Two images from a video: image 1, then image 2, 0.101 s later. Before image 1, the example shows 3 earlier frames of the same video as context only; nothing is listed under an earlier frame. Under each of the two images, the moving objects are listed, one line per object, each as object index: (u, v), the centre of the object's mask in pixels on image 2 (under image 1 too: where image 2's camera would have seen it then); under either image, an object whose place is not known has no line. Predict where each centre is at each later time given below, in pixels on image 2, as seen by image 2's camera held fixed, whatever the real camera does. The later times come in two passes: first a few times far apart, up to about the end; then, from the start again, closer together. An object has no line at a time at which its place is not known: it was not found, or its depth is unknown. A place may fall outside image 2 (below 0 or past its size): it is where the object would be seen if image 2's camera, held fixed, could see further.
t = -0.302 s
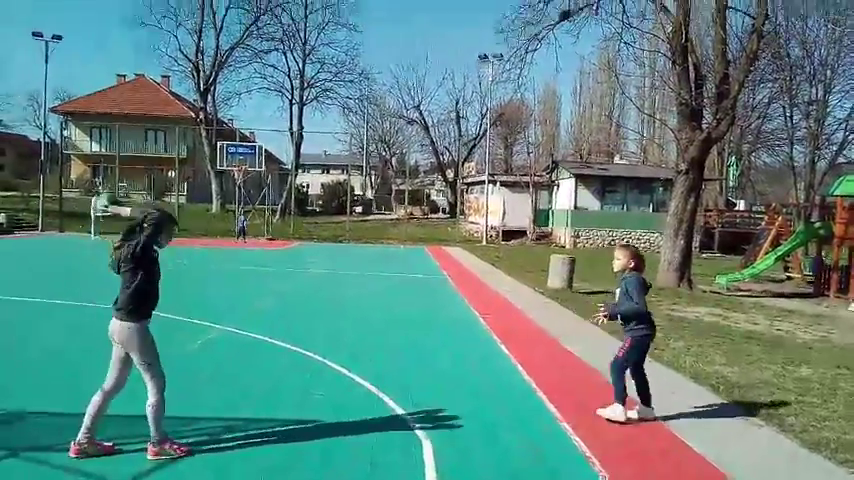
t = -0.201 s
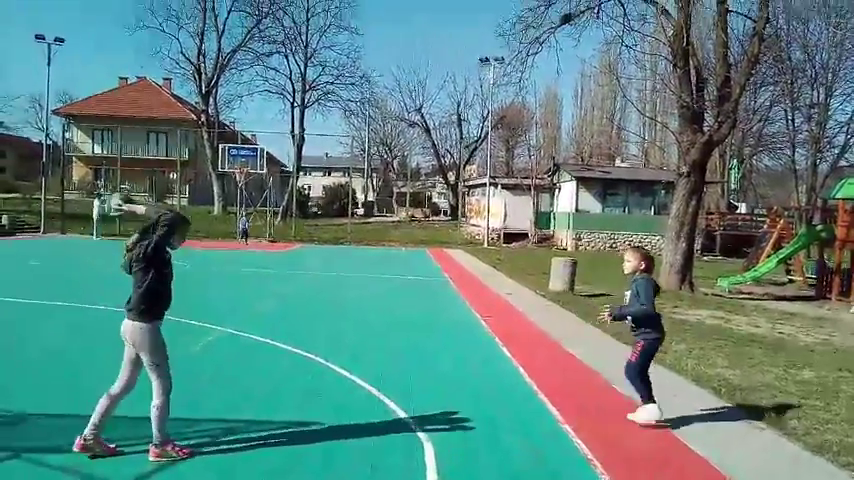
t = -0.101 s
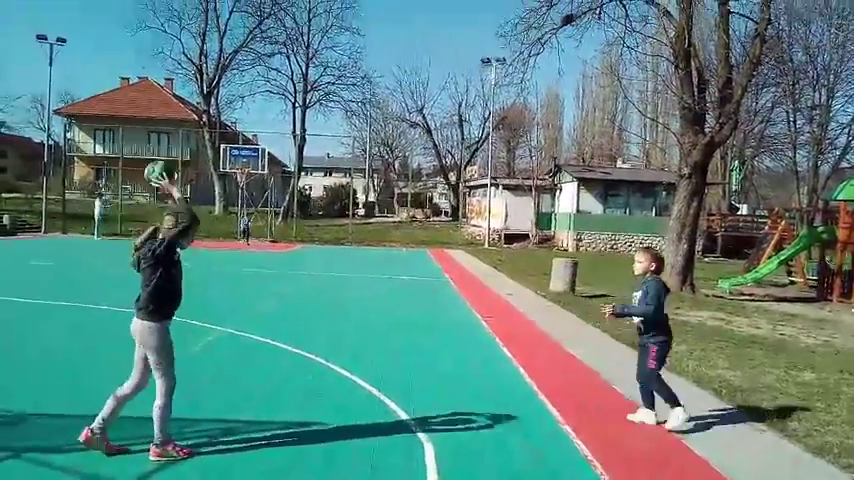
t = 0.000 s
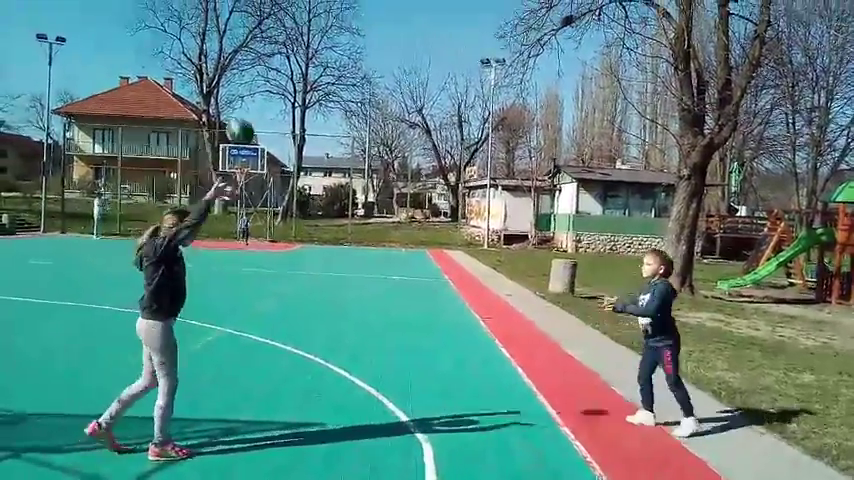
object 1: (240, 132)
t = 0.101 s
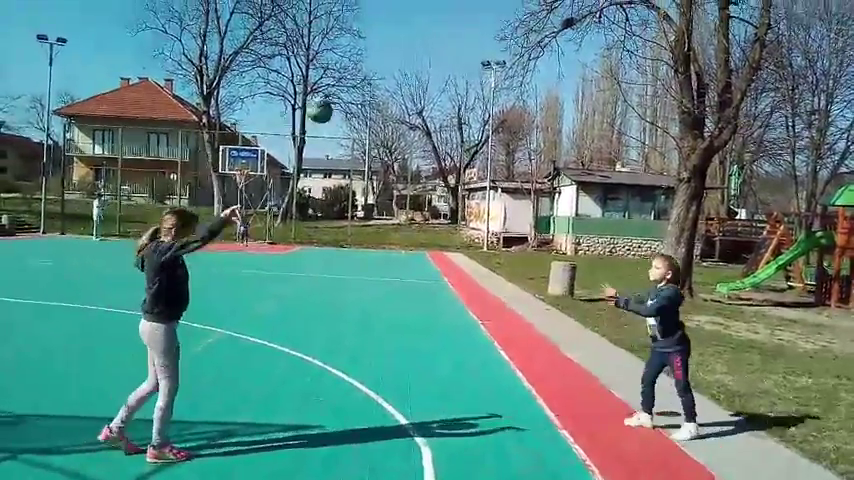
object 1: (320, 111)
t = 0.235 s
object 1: (413, 106)
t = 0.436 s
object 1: (535, 153)
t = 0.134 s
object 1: (344, 106)
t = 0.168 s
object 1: (368, 104)
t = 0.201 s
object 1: (390, 104)
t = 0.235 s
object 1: (413, 106)
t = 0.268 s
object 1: (436, 110)
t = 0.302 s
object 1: (457, 116)
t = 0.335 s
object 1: (476, 123)
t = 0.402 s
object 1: (514, 141)
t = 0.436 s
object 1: (535, 153)
